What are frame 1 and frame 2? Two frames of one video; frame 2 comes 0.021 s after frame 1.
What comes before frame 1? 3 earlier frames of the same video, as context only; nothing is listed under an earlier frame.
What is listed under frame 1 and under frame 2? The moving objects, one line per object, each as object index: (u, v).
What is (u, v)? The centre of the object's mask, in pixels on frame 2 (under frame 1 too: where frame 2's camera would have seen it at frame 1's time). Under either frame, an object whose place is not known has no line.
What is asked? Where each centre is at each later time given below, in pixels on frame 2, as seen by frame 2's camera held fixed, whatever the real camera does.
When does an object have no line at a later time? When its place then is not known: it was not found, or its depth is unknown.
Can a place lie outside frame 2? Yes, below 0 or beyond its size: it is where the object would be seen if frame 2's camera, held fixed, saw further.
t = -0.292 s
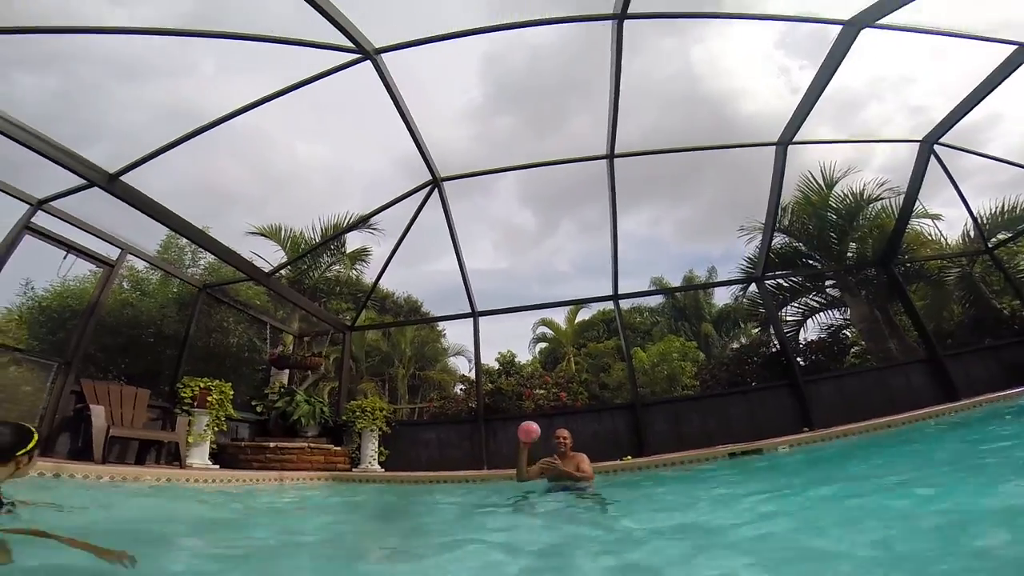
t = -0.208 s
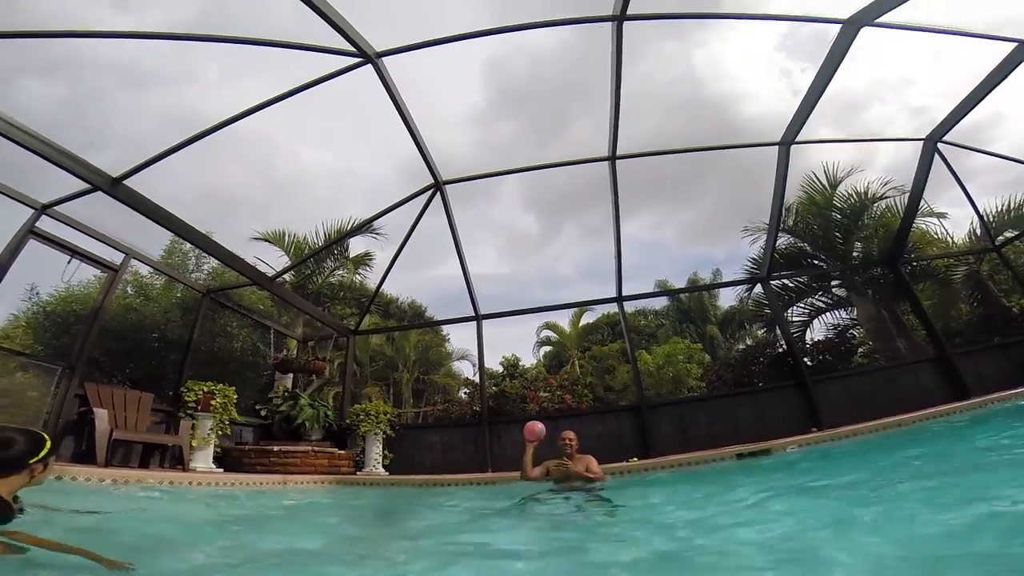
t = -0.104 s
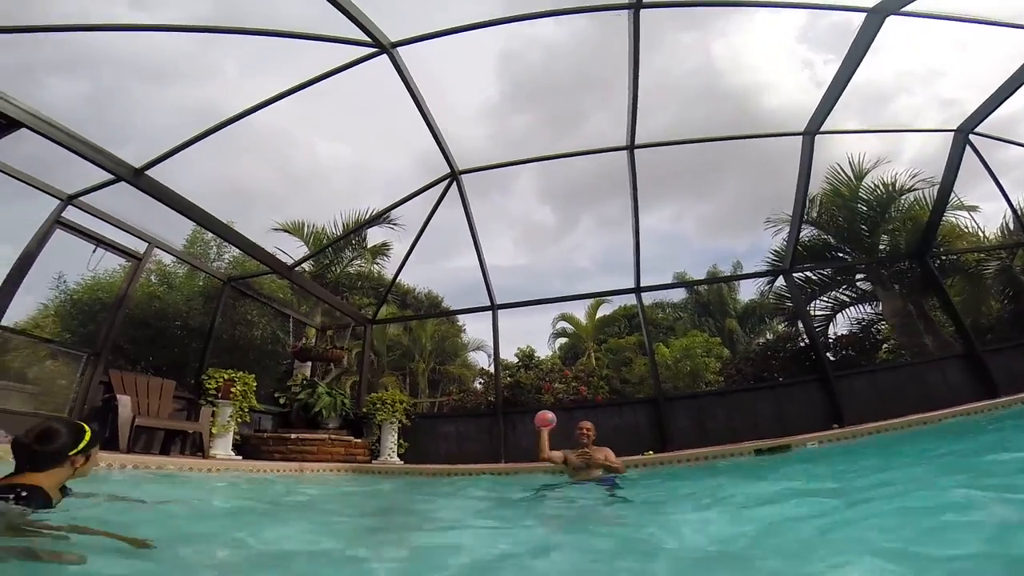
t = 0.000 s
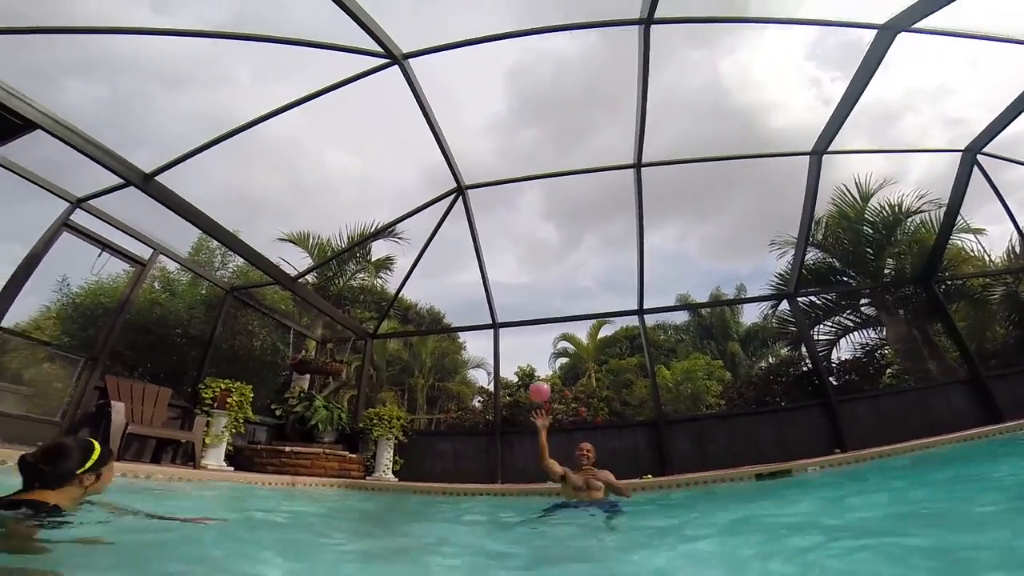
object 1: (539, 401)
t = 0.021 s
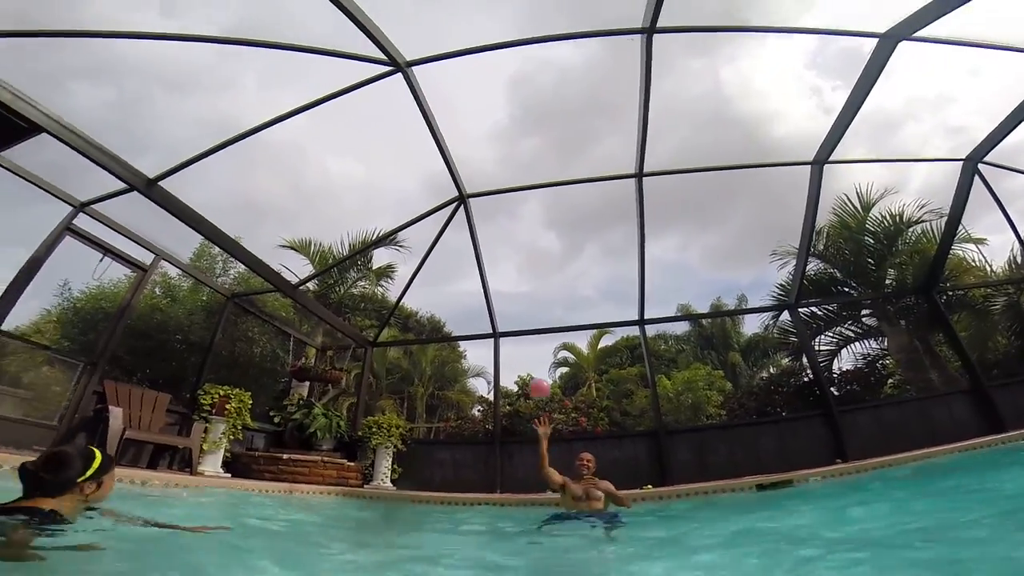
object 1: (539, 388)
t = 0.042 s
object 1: (538, 376)
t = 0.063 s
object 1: (538, 364)
